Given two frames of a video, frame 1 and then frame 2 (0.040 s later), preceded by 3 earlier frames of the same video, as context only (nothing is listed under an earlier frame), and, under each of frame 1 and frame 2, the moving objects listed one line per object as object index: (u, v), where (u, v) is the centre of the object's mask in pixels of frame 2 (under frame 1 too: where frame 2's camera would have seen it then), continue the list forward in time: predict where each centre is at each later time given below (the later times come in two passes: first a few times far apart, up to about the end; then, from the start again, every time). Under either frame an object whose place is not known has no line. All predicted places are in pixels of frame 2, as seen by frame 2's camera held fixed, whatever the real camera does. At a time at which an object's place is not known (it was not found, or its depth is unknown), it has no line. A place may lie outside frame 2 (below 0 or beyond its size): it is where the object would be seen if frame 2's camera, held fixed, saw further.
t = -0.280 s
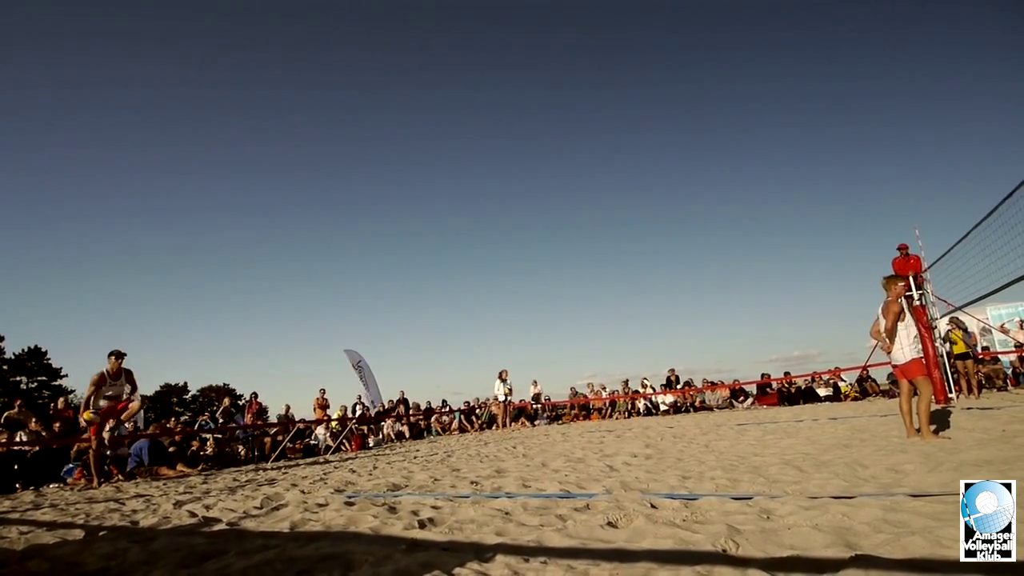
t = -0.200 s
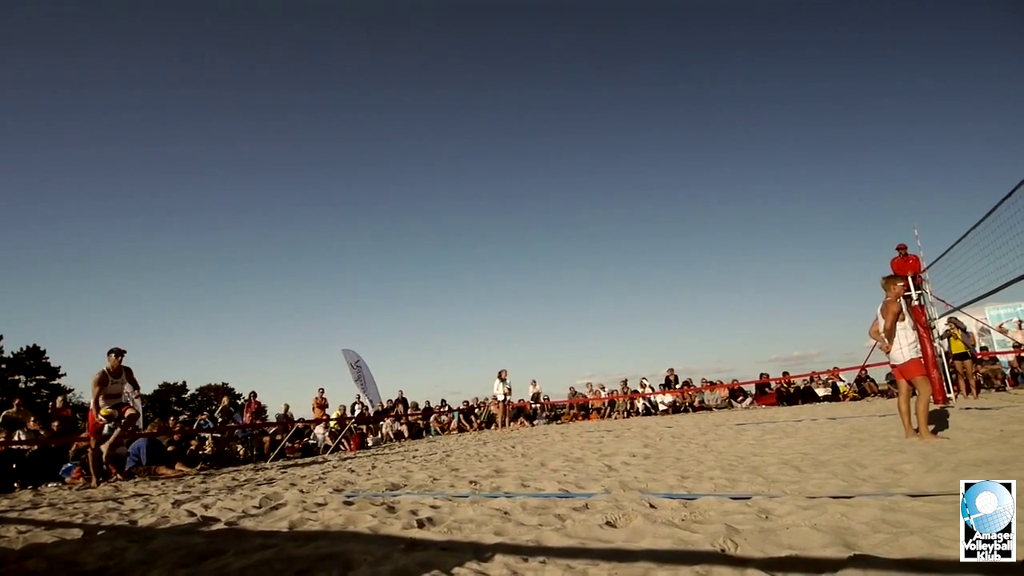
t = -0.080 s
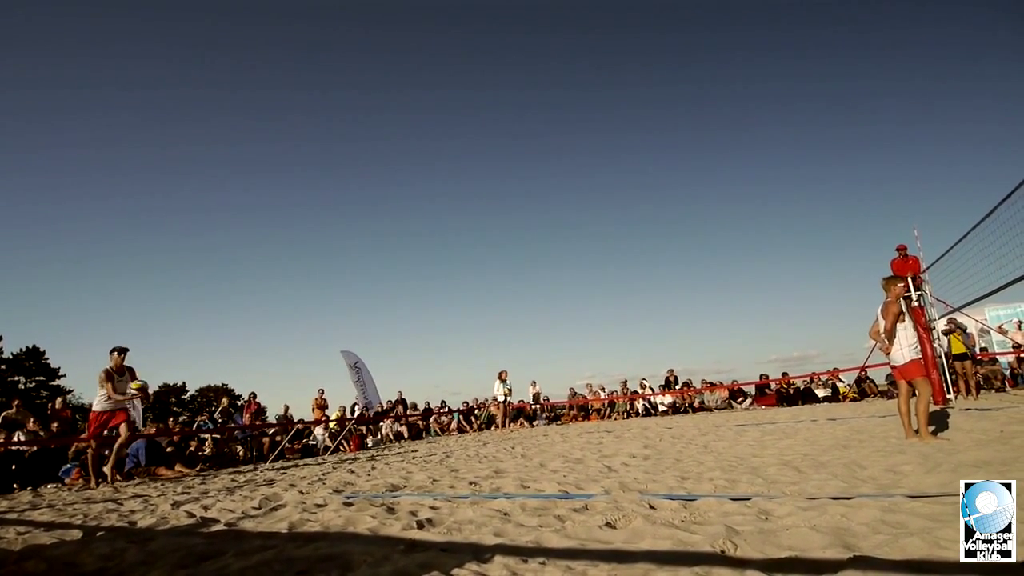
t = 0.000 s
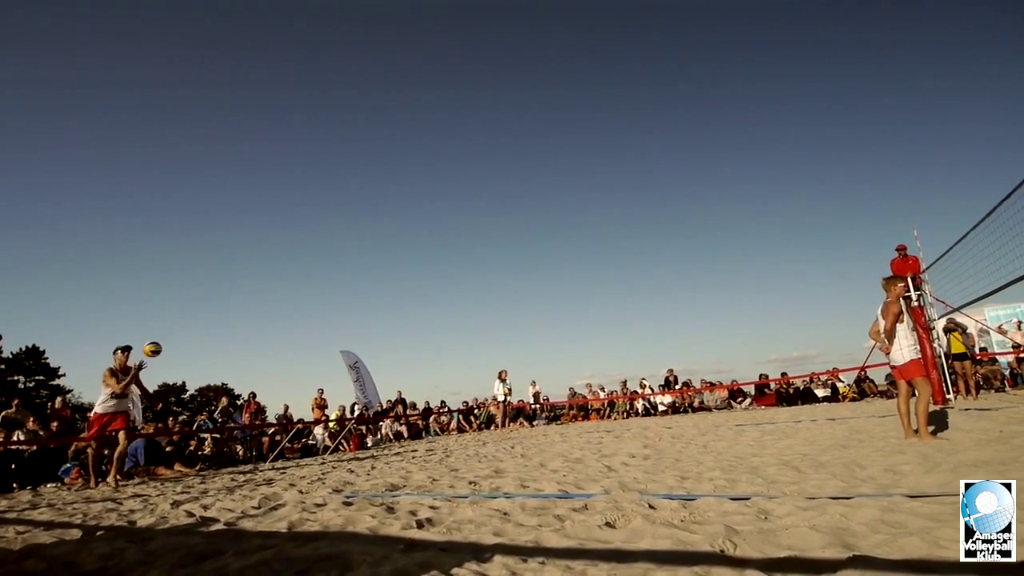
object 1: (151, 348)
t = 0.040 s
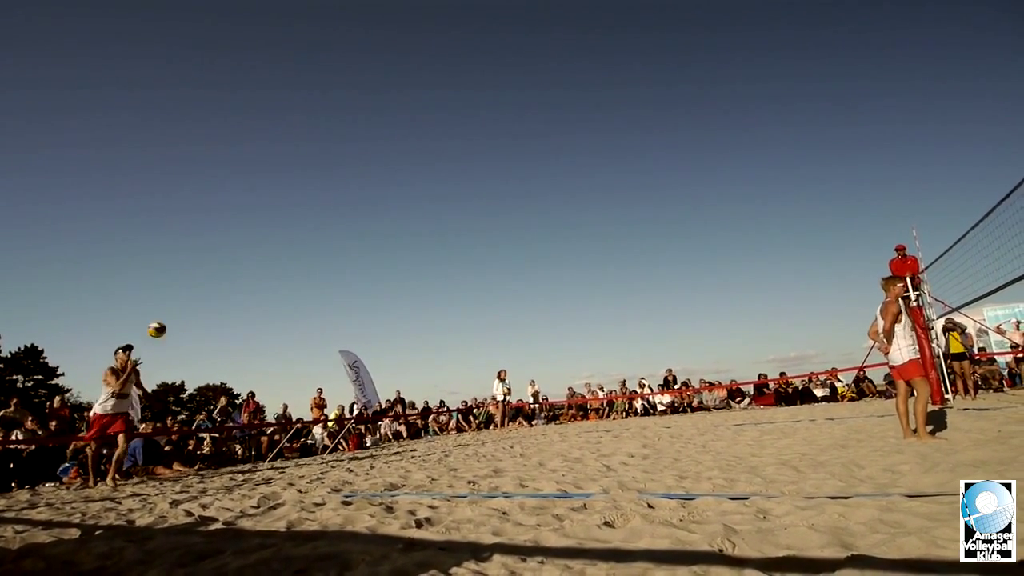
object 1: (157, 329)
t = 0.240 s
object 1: (182, 255)
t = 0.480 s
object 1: (205, 203)
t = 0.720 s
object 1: (220, 188)
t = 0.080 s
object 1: (162, 312)
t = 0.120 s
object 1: (167, 296)
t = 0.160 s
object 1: (172, 281)
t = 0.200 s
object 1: (177, 267)
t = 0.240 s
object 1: (182, 255)
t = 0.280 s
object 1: (186, 243)
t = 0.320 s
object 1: (191, 233)
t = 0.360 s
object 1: (194, 225)
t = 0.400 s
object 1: (199, 217)
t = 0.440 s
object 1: (202, 209)
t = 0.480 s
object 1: (205, 203)
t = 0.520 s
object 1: (208, 199)
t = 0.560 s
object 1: (210, 195)
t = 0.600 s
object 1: (213, 192)
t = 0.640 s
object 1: (216, 190)
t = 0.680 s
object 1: (218, 188)
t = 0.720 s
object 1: (220, 188)
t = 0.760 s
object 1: (223, 188)
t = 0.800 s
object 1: (225, 191)
